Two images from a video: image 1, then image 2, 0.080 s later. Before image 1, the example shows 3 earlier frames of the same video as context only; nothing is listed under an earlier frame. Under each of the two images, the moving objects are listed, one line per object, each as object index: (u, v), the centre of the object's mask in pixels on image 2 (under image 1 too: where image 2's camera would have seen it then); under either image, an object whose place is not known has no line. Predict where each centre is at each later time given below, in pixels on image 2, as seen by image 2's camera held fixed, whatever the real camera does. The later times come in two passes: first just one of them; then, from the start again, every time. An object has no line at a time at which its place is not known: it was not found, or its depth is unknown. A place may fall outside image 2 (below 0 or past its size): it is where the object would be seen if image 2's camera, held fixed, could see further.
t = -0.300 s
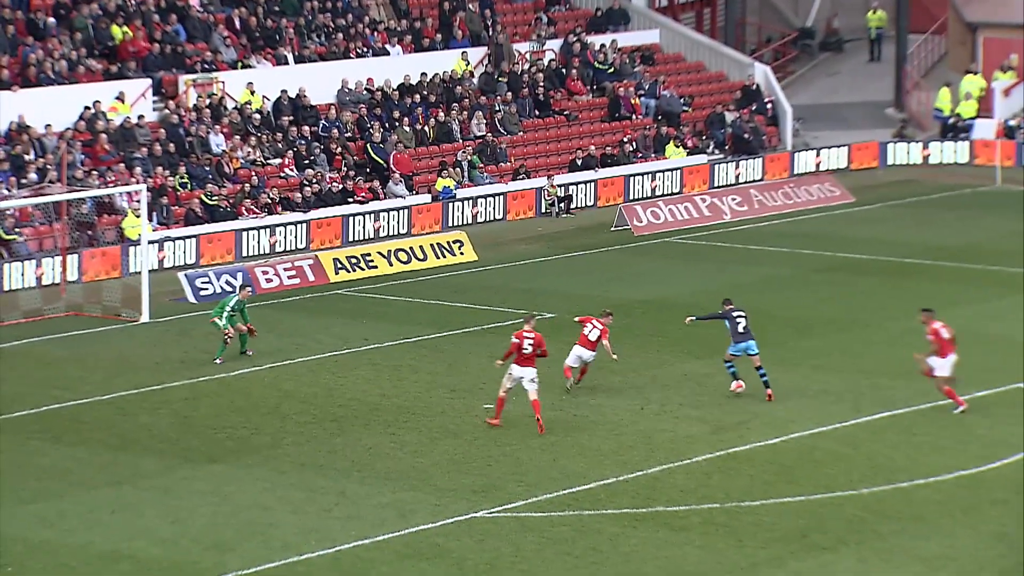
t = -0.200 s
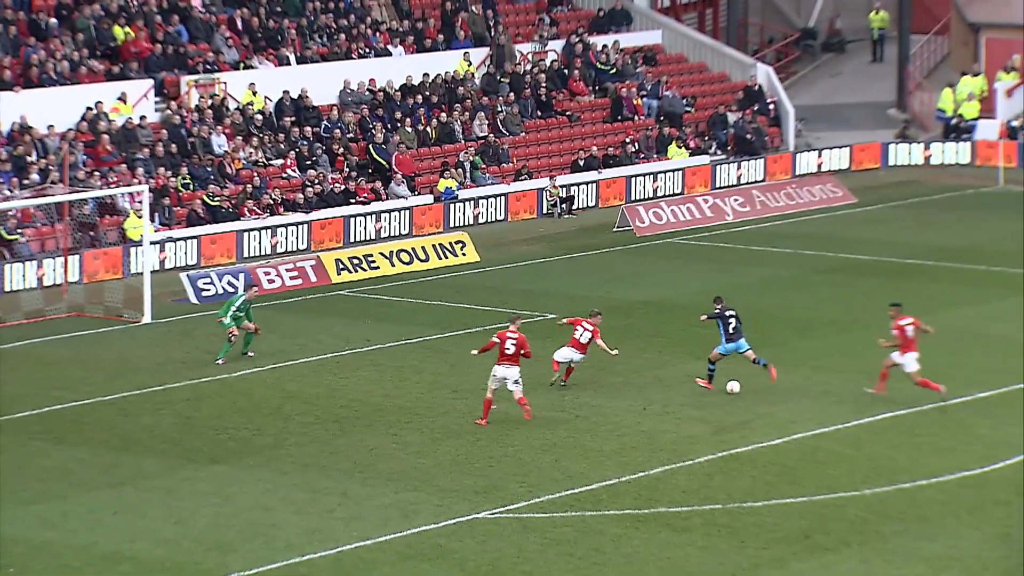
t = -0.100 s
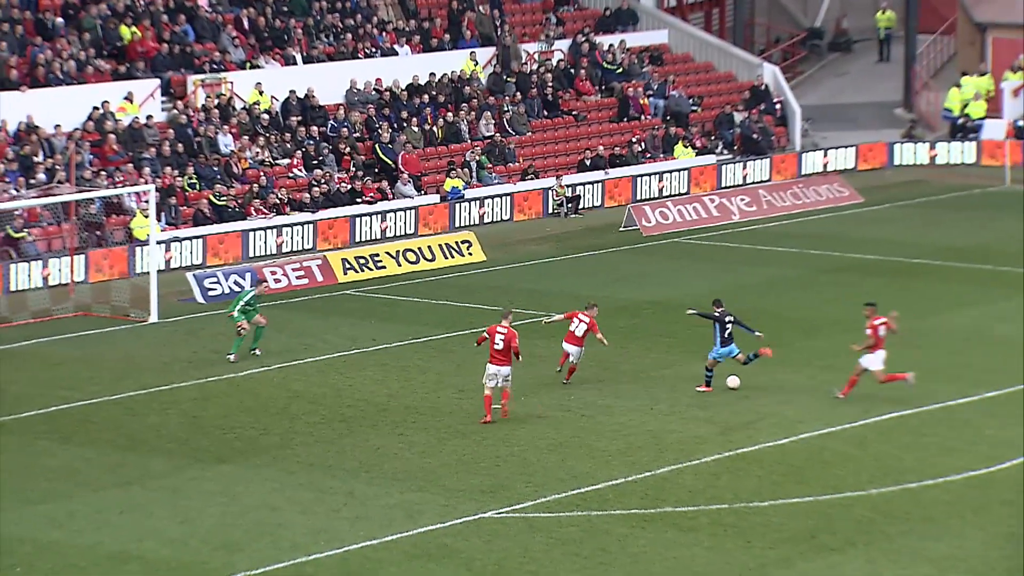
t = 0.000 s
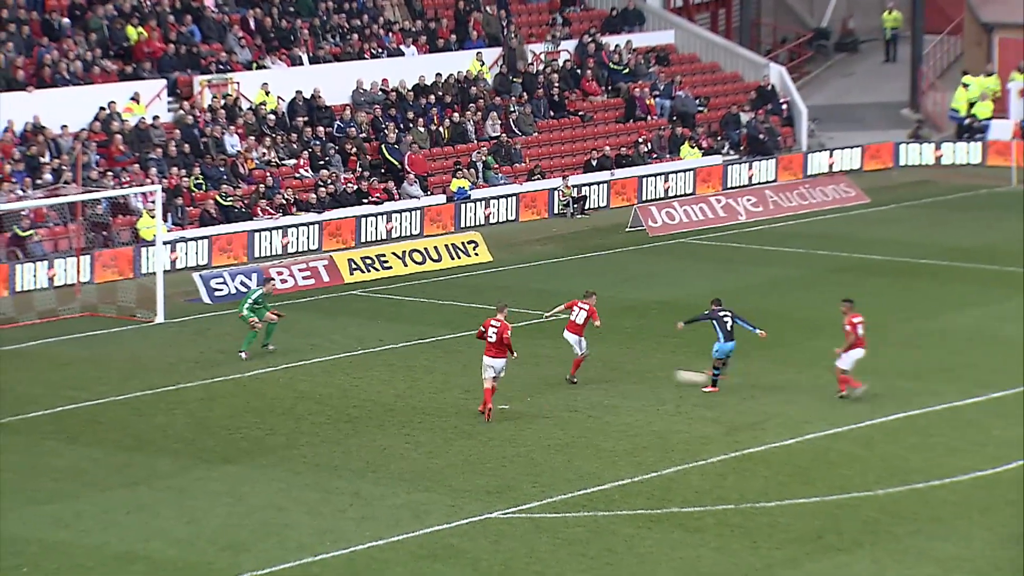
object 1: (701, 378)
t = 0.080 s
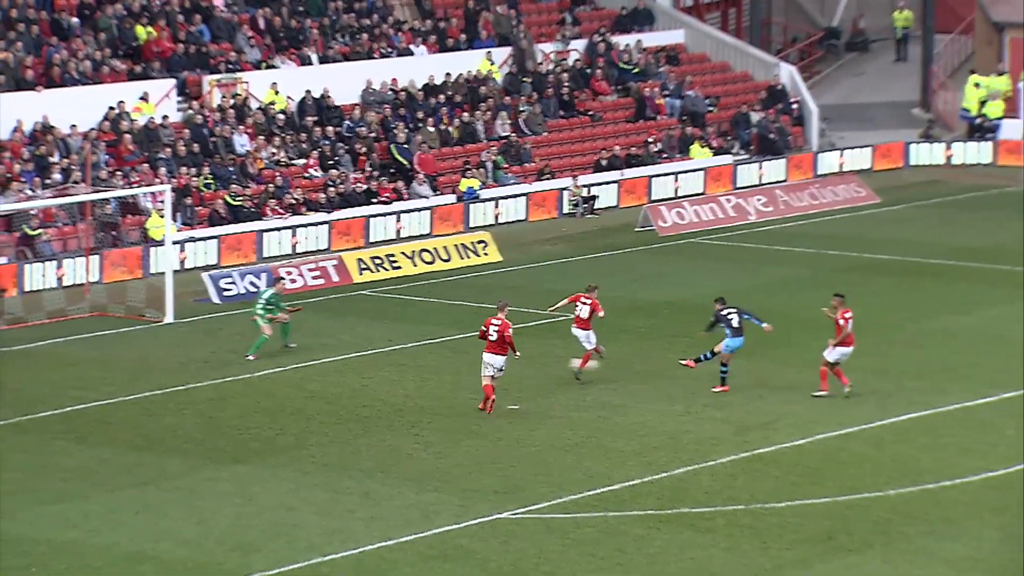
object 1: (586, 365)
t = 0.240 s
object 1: (366, 361)
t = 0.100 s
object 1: (555, 362)
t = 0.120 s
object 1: (528, 361)
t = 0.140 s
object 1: (506, 360)
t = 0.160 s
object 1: (468, 359)
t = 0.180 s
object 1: (446, 358)
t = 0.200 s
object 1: (419, 359)
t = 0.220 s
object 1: (392, 359)
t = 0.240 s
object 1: (366, 361)
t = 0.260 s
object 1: (340, 362)
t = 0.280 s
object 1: (314, 364)
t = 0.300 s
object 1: (288, 367)
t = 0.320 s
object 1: (263, 368)
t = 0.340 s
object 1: (241, 366)
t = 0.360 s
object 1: (218, 364)
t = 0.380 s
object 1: (196, 362)
